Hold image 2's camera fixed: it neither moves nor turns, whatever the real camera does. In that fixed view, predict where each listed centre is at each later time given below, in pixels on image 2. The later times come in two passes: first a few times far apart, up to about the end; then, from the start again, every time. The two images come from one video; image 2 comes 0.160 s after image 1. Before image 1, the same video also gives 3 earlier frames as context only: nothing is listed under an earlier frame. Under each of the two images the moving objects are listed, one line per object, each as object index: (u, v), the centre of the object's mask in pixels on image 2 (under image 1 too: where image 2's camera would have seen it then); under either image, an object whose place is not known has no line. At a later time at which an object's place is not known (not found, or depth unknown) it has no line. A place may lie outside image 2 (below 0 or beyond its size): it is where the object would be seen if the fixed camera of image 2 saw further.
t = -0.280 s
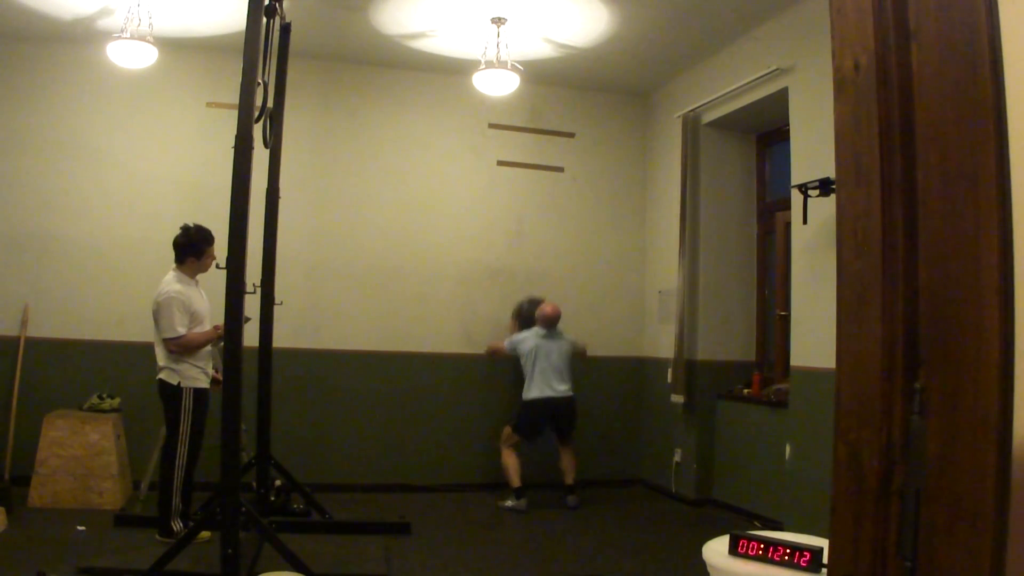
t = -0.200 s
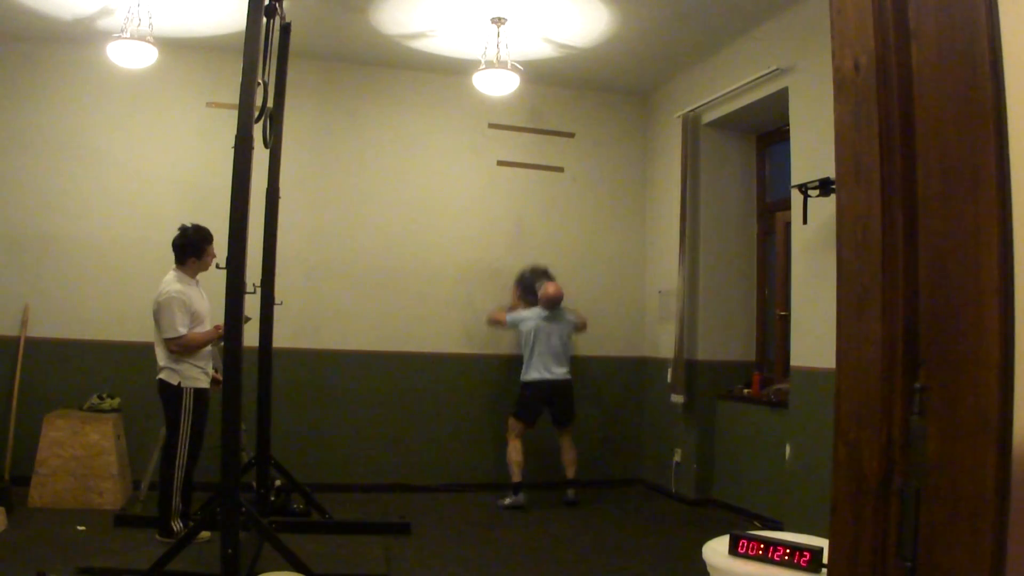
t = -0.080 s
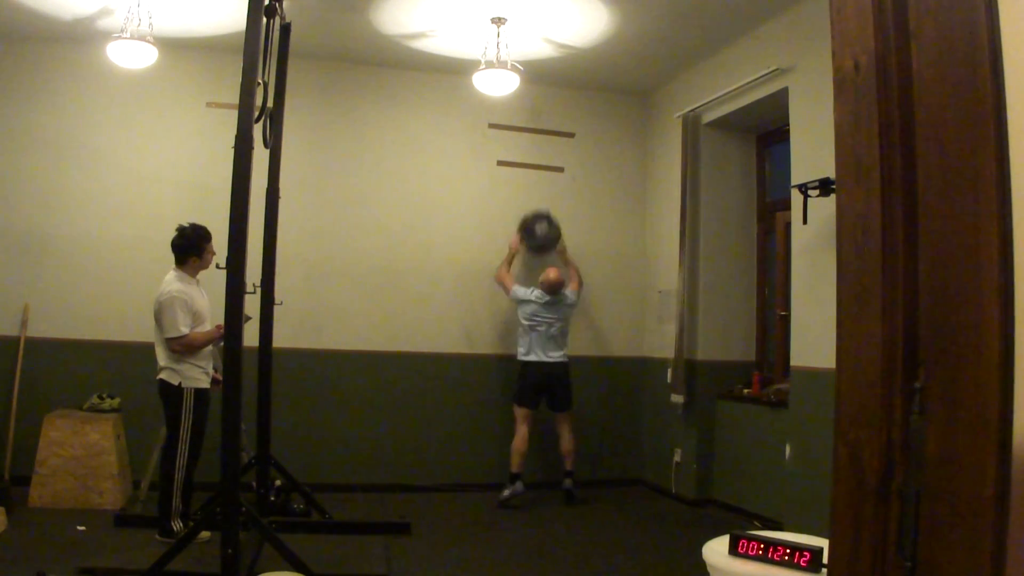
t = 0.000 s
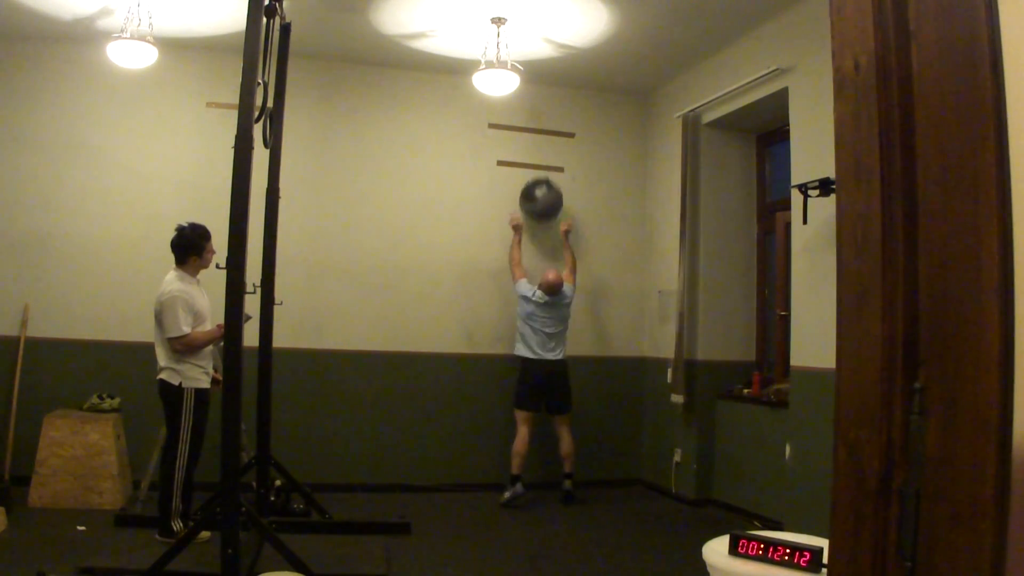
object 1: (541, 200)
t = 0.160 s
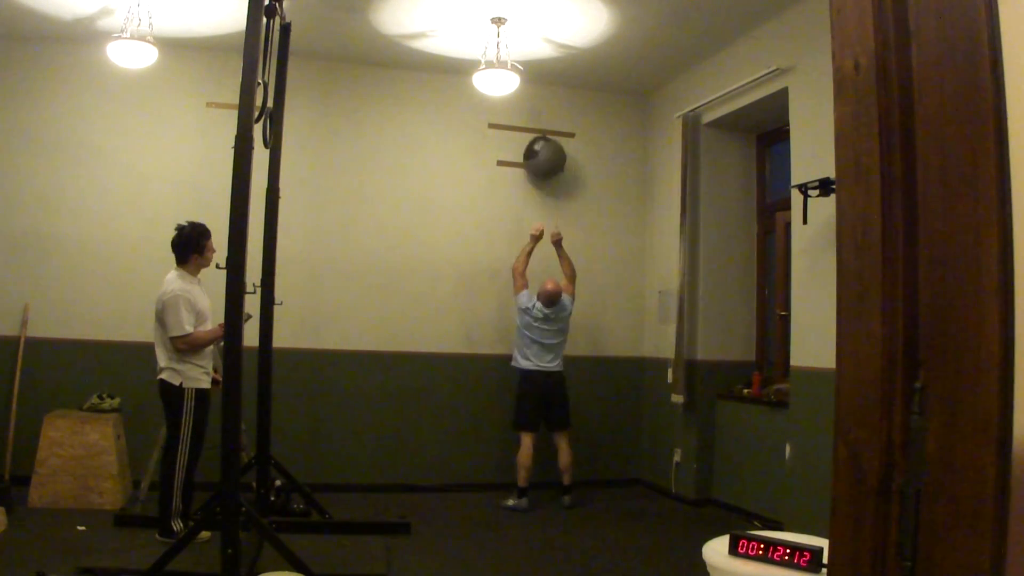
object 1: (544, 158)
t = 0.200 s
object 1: (545, 152)
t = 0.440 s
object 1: (548, 156)
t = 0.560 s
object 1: (549, 179)
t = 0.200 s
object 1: (545, 152)
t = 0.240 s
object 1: (546, 149)
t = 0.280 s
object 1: (546, 148)
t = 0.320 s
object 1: (546, 148)
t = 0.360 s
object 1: (547, 149)
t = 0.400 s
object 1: (548, 151)
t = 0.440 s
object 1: (548, 156)
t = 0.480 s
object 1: (548, 162)
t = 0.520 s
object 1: (549, 170)
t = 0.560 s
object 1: (549, 179)
